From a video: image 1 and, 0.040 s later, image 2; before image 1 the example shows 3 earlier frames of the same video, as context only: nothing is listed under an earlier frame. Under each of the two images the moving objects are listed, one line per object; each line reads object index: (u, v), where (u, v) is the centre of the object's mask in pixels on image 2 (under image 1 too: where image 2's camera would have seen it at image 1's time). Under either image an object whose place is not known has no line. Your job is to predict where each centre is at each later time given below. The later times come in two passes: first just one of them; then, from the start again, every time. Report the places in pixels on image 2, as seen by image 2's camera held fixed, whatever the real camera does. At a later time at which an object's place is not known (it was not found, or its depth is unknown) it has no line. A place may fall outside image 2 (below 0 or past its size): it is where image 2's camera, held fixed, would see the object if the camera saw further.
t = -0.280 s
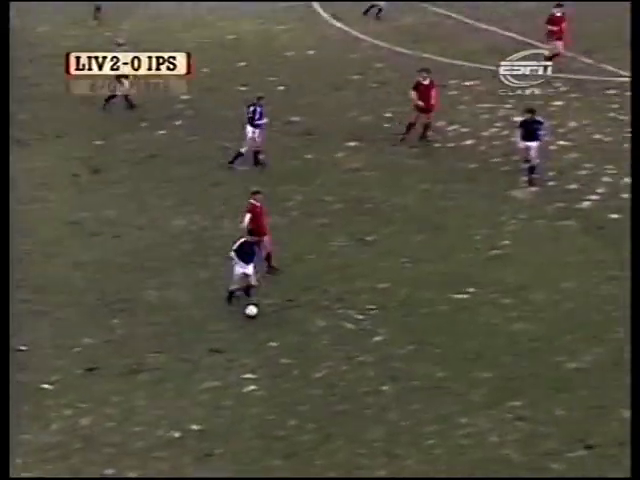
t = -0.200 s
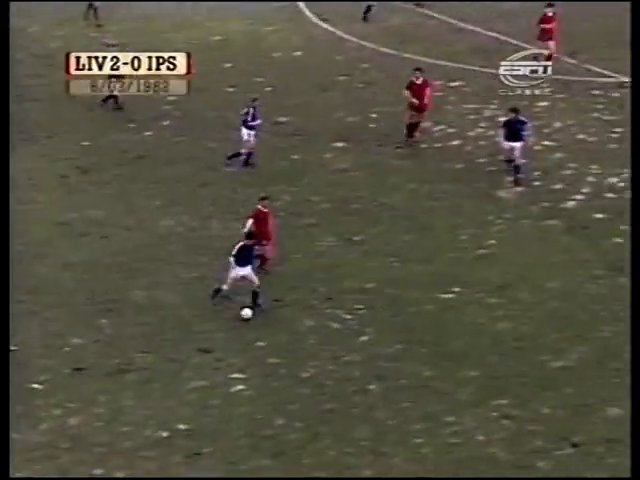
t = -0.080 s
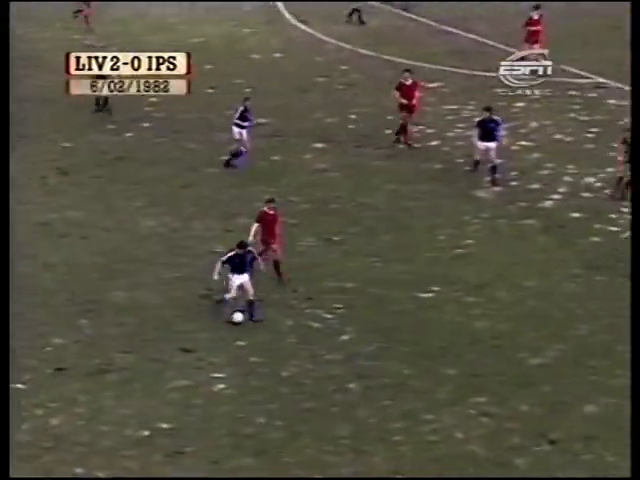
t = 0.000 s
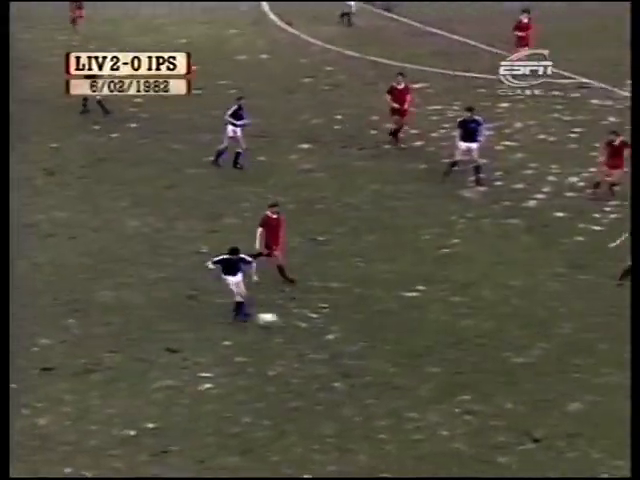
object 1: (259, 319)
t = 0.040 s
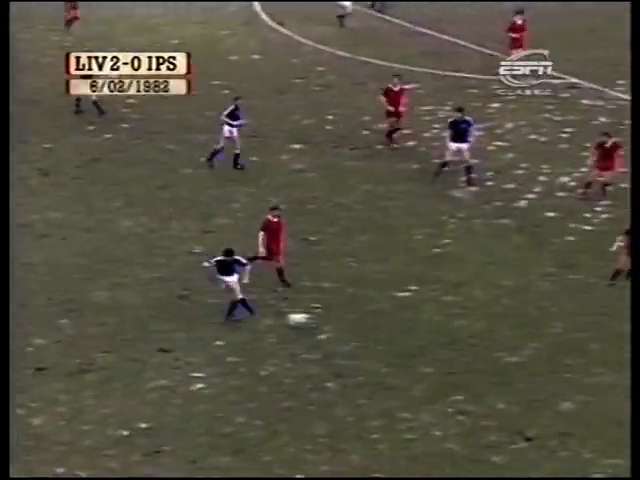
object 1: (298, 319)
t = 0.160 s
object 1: (411, 322)
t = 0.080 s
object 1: (335, 318)
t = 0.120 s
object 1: (373, 320)
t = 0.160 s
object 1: (411, 322)
